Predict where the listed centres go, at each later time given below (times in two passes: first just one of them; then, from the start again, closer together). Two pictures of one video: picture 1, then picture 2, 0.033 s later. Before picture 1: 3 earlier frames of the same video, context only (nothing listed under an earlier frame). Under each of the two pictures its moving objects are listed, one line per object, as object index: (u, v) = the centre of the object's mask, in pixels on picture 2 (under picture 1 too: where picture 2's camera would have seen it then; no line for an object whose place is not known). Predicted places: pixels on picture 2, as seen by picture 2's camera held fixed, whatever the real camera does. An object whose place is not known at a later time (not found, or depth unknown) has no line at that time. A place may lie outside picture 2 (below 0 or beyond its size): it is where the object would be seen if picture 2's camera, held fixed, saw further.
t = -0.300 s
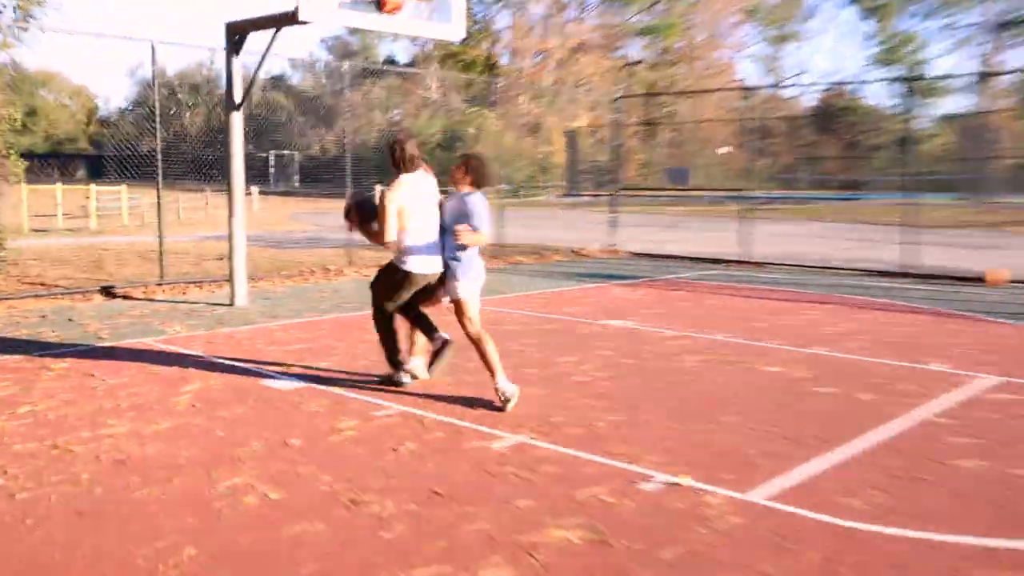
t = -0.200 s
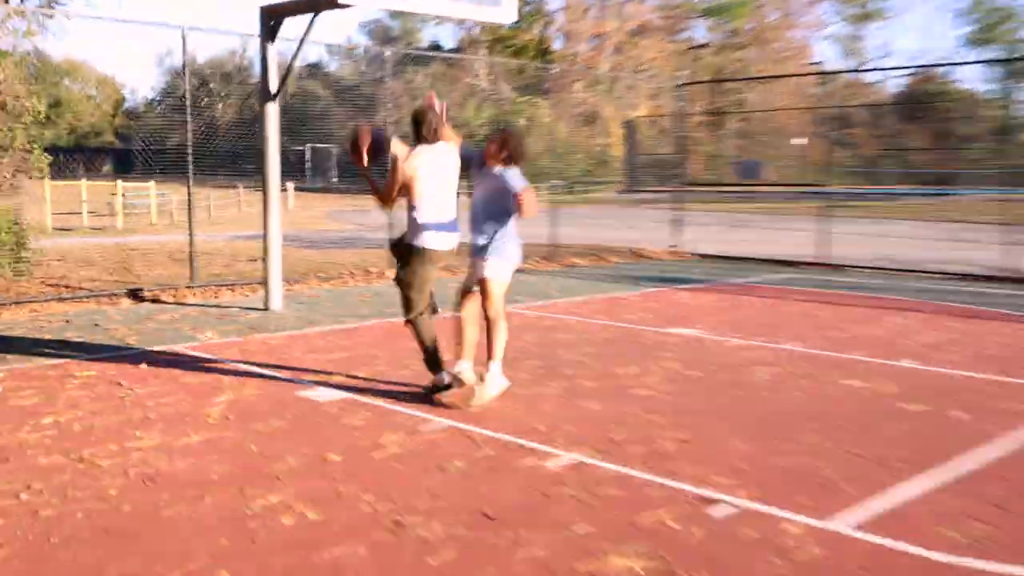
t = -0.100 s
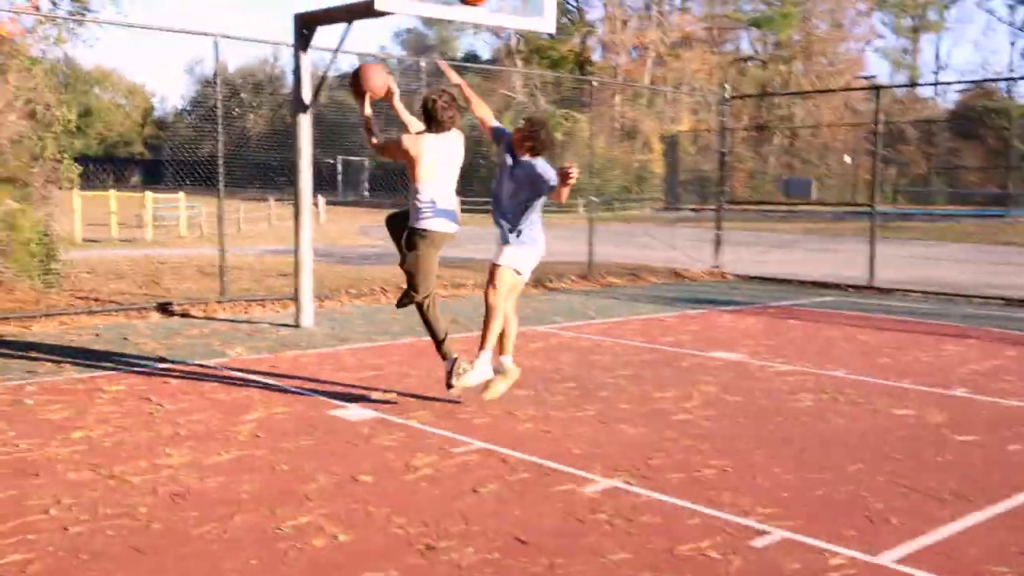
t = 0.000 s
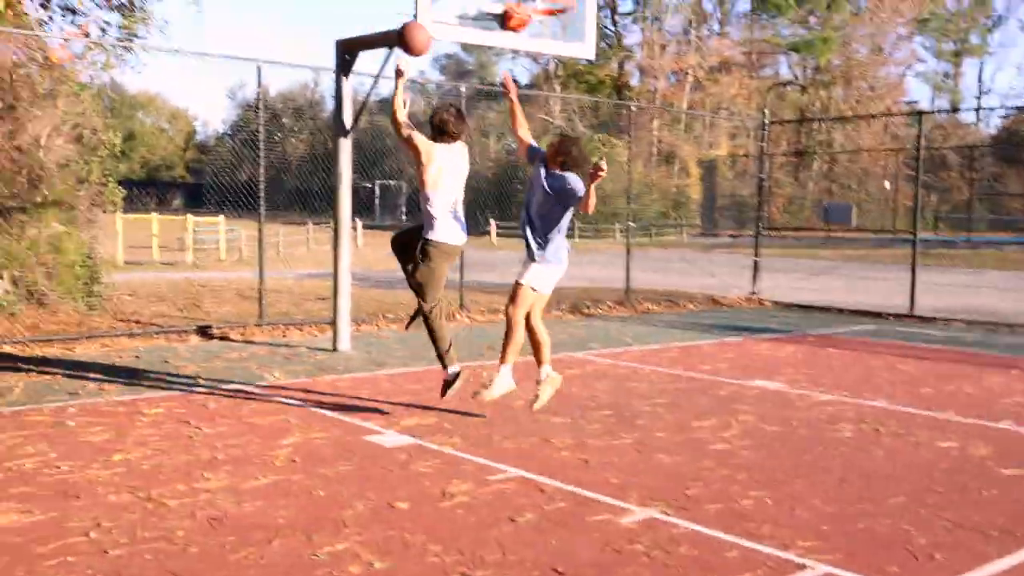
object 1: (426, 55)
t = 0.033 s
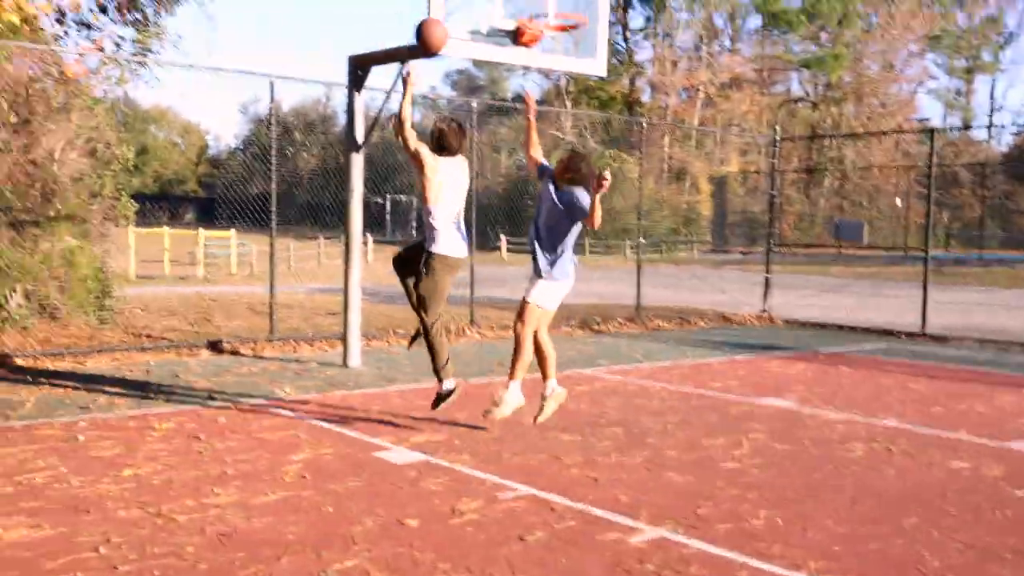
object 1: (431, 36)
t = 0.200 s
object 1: (460, -29)
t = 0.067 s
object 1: (438, 17)
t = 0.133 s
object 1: (449, -10)
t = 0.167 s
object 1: (455, -20)
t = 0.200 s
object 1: (460, -29)
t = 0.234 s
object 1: (464, -36)
